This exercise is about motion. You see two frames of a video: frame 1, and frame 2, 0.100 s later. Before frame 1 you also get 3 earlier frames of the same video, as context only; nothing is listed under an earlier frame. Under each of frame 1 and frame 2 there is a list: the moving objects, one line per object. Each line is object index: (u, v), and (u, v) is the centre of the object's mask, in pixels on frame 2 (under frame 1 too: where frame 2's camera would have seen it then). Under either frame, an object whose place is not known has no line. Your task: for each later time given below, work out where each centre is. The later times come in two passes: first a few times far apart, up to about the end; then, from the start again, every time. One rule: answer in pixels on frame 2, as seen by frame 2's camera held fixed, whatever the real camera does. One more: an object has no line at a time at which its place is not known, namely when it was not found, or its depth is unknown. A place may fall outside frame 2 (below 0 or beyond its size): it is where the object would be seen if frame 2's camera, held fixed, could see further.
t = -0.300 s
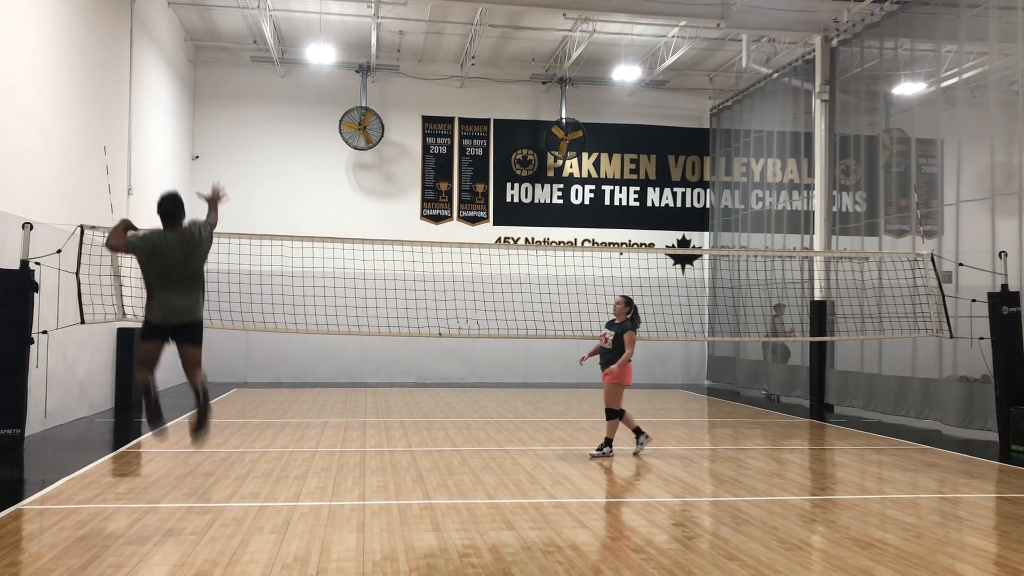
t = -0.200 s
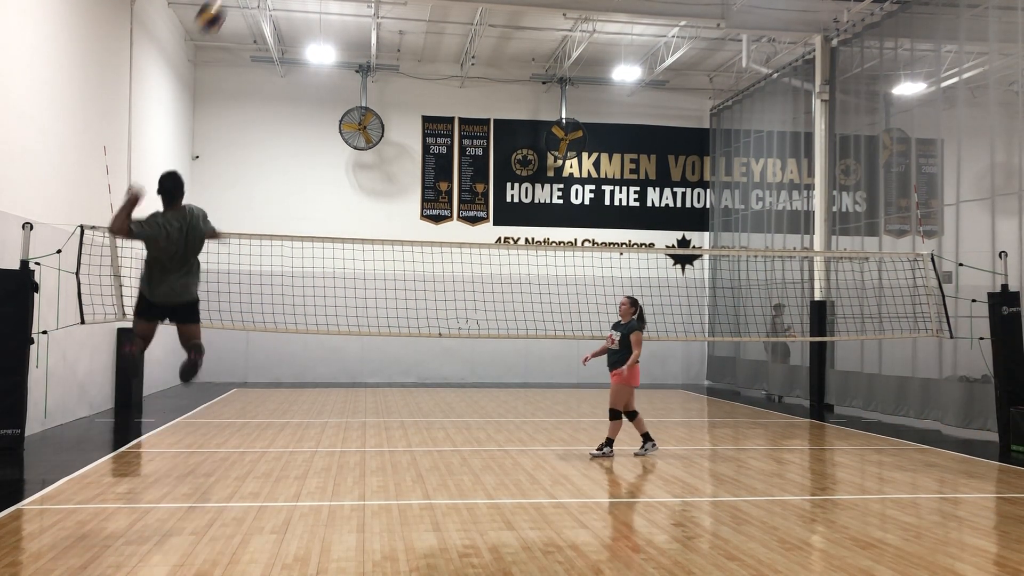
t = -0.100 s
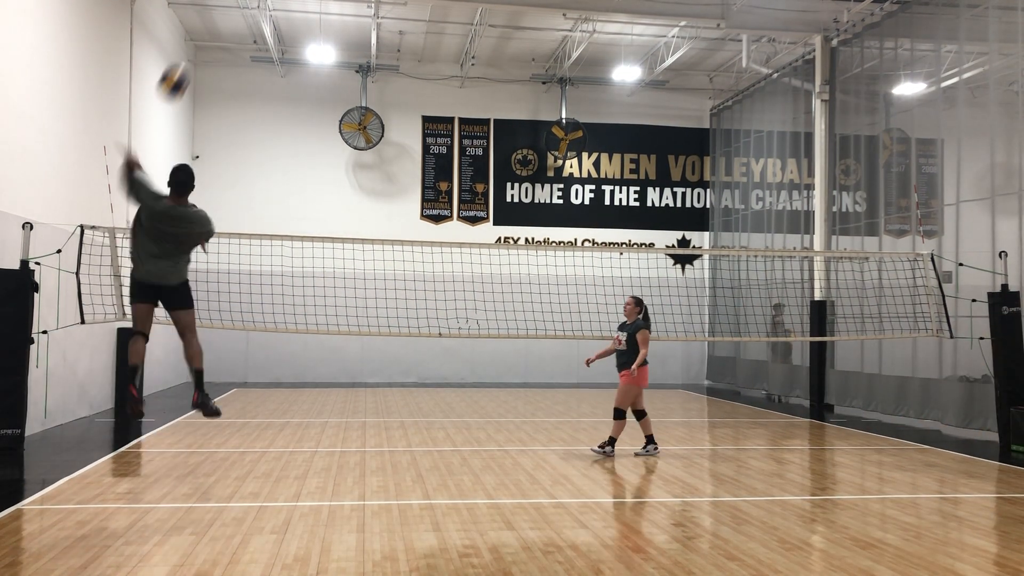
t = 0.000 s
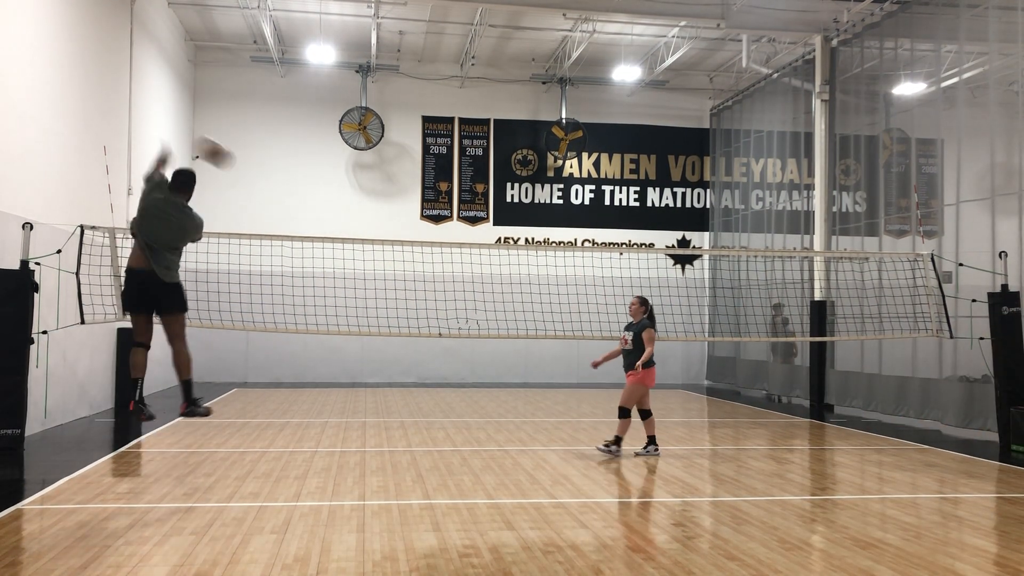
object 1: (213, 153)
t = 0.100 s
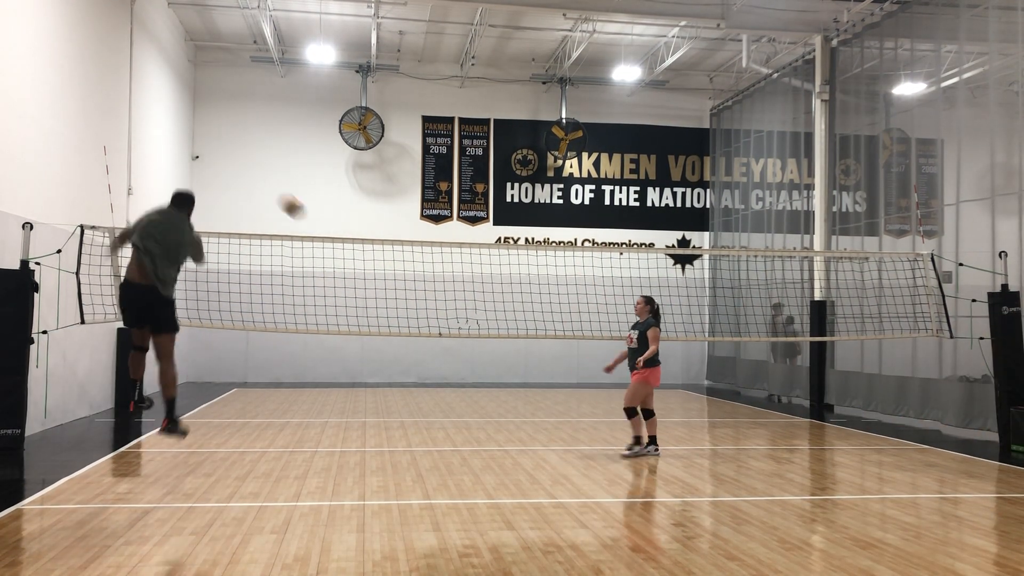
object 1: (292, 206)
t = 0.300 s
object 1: (376, 297)
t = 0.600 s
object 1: (435, 361)
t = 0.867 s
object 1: (460, 298)
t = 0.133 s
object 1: (311, 223)
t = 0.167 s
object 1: (326, 237)
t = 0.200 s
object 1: (342, 254)
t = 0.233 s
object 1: (355, 268)
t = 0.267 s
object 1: (366, 283)
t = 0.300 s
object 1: (376, 297)
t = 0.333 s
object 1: (386, 310)
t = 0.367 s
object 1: (394, 325)
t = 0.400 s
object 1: (403, 340)
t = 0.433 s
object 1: (409, 351)
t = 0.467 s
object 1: (416, 366)
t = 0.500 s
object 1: (422, 378)
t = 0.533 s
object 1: (427, 390)
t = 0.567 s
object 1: (431, 373)
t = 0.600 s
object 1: (435, 361)
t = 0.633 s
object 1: (438, 350)
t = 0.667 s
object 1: (442, 342)
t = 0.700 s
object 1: (445, 332)
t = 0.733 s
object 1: (448, 326)
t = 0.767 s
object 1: (451, 319)
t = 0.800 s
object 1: (453, 314)
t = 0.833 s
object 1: (456, 309)
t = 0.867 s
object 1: (460, 298)
